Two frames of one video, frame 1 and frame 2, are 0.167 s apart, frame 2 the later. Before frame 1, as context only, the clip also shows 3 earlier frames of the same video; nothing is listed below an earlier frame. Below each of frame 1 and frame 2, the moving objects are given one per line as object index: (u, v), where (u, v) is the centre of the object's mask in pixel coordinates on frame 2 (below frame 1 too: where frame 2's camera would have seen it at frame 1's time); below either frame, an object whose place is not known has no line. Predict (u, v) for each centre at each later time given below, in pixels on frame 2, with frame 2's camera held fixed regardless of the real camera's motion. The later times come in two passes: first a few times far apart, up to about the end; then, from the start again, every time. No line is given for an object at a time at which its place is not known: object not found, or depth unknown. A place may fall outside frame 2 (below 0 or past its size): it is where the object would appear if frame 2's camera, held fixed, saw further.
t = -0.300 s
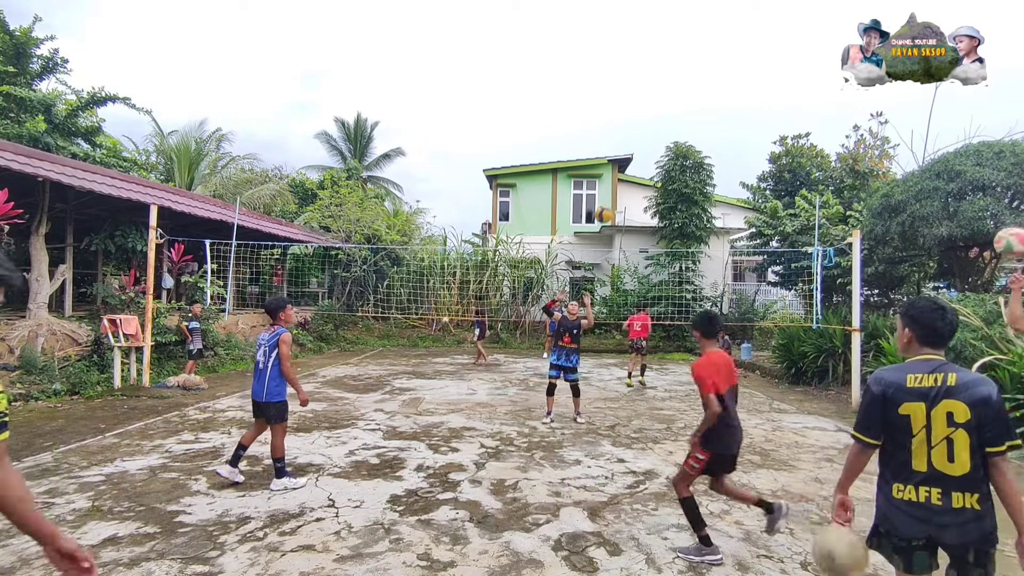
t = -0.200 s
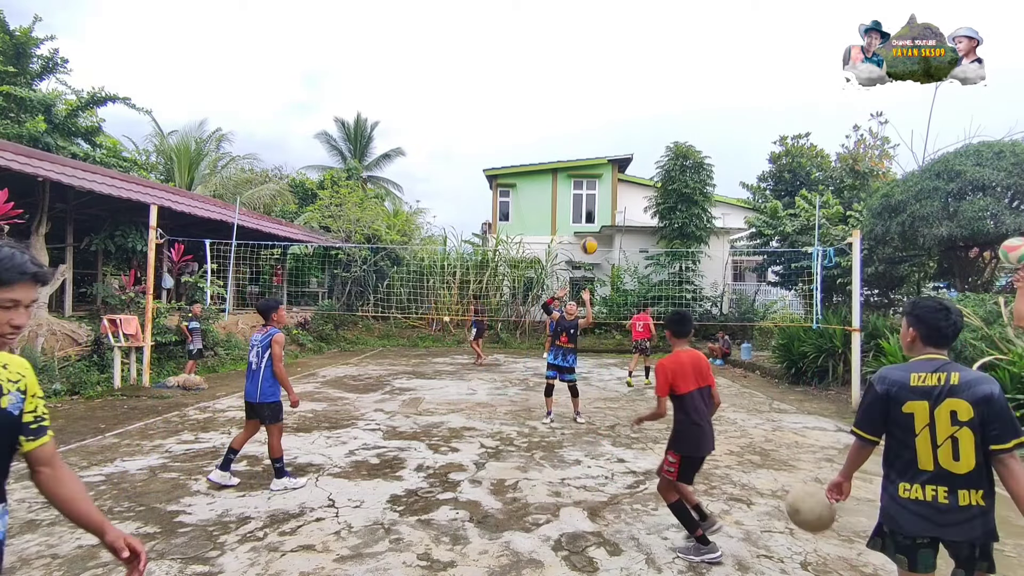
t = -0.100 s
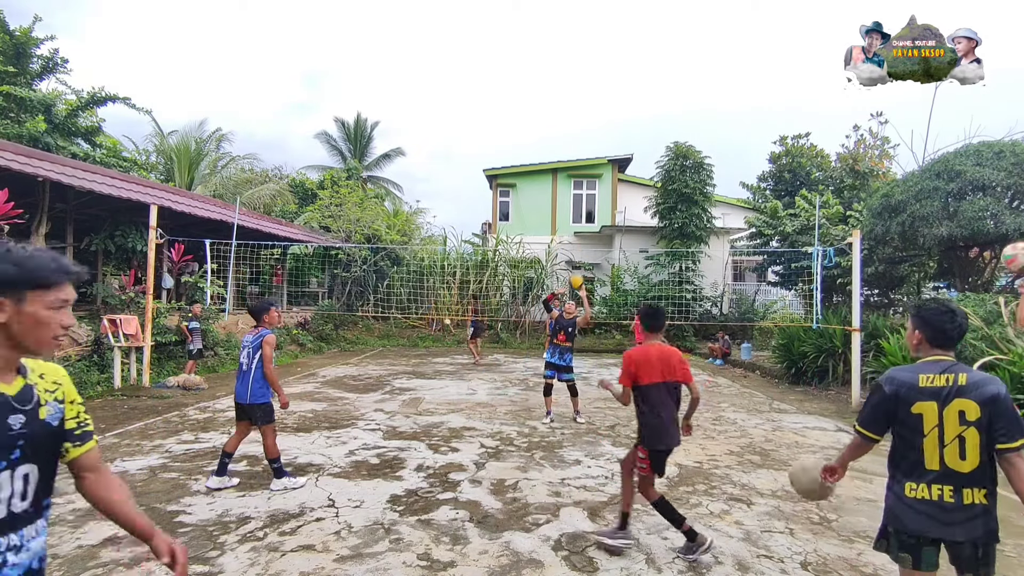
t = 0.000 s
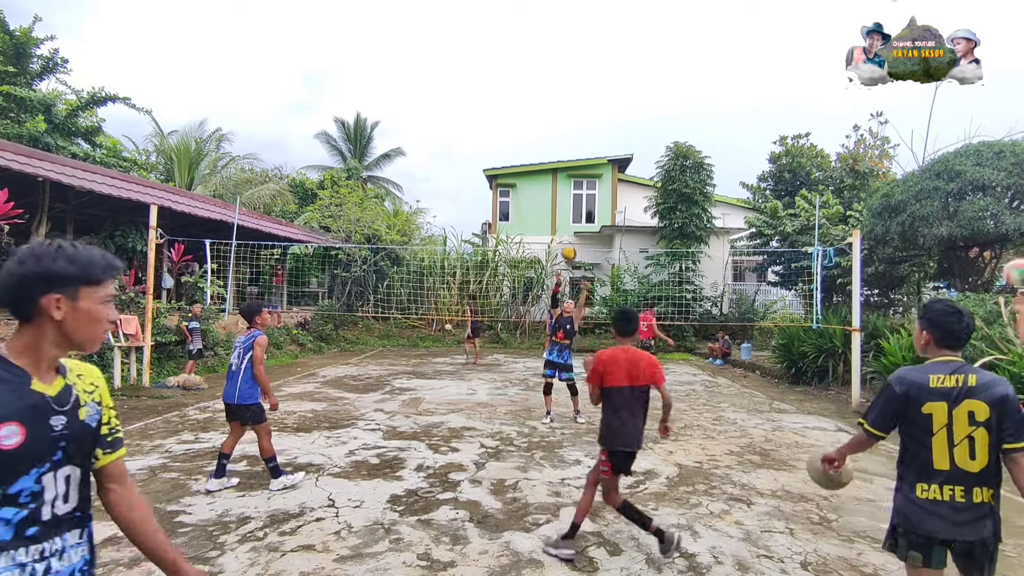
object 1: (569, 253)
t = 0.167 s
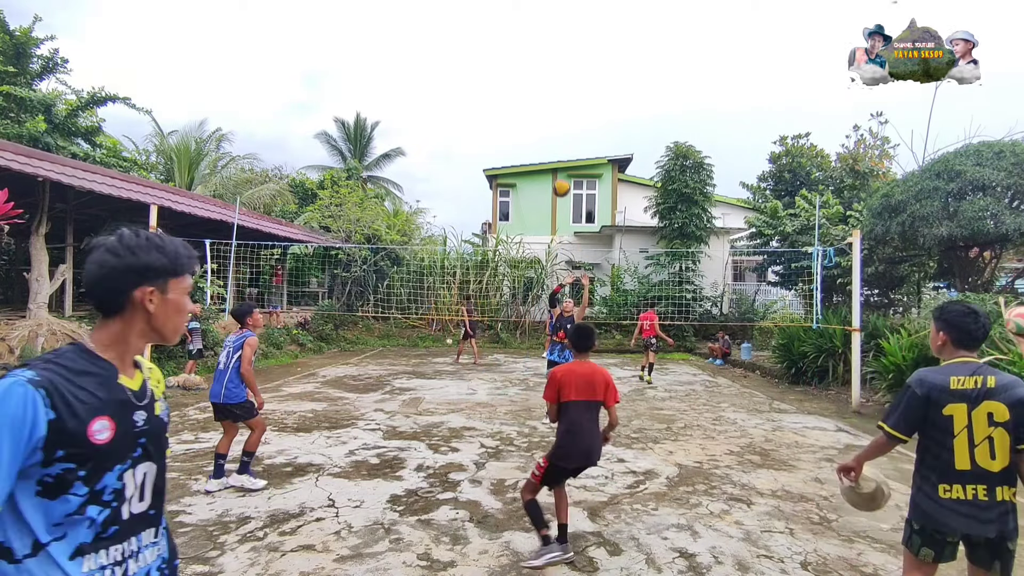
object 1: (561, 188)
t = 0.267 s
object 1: (555, 154)
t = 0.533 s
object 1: (535, 97)
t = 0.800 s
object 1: (501, 101)
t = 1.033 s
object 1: (463, 211)
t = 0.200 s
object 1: (559, 176)
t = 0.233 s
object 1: (558, 163)
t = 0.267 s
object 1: (555, 154)
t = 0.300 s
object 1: (553, 145)
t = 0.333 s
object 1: (551, 136)
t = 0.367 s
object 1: (549, 127)
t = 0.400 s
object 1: (546, 120)
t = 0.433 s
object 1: (544, 113)
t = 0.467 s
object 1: (541, 107)
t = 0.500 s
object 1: (538, 102)
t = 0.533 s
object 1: (535, 97)
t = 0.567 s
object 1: (530, 89)
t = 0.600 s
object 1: (527, 86)
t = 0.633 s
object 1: (523, 84)
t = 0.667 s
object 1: (519, 85)
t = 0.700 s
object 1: (515, 87)
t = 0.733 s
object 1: (511, 90)
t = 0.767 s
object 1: (506, 95)
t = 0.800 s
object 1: (501, 101)
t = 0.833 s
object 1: (496, 111)
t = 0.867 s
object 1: (493, 125)
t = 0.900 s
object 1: (488, 137)
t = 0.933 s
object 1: (482, 152)
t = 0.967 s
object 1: (476, 169)
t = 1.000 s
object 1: (470, 189)
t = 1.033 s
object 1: (463, 211)
